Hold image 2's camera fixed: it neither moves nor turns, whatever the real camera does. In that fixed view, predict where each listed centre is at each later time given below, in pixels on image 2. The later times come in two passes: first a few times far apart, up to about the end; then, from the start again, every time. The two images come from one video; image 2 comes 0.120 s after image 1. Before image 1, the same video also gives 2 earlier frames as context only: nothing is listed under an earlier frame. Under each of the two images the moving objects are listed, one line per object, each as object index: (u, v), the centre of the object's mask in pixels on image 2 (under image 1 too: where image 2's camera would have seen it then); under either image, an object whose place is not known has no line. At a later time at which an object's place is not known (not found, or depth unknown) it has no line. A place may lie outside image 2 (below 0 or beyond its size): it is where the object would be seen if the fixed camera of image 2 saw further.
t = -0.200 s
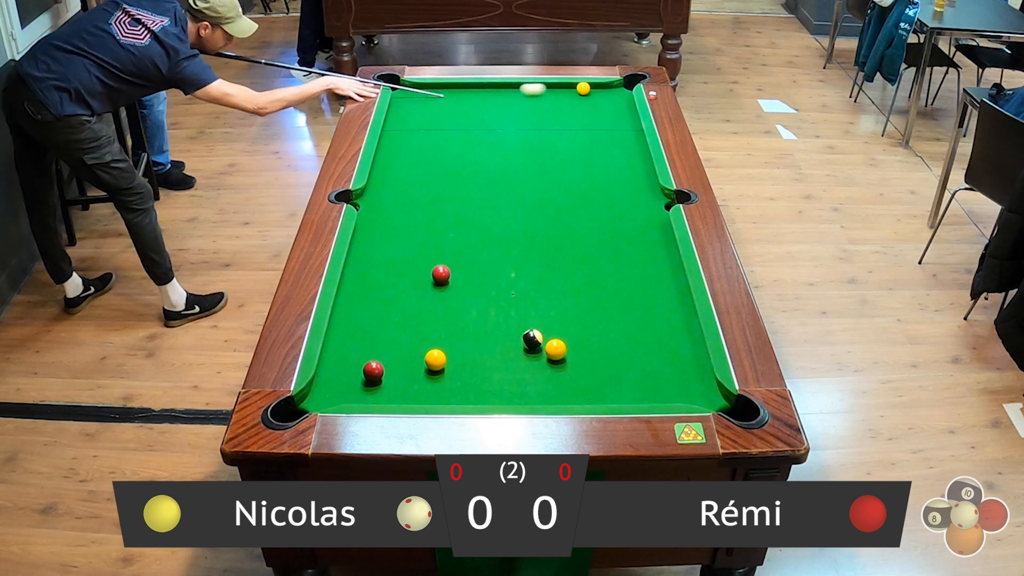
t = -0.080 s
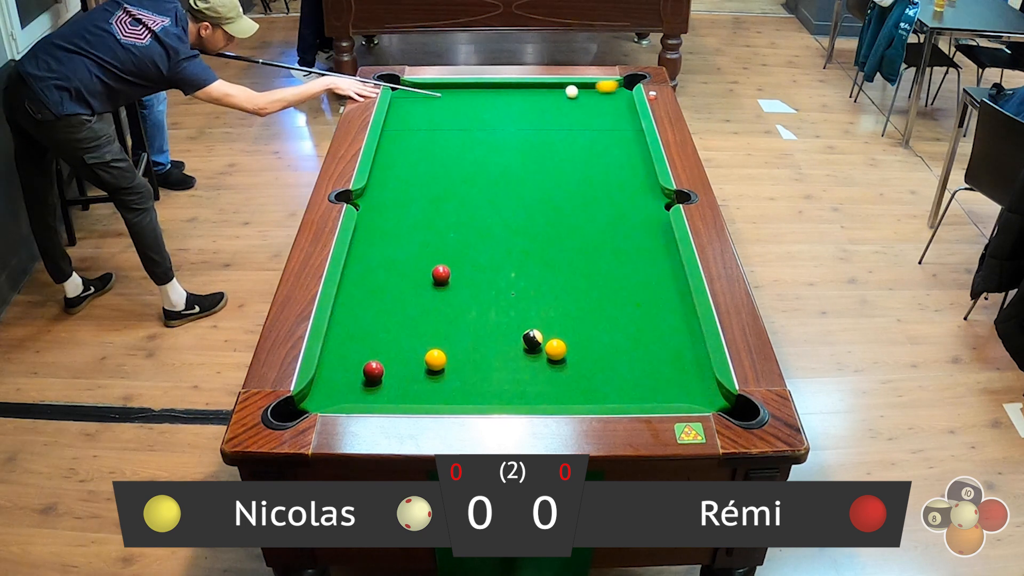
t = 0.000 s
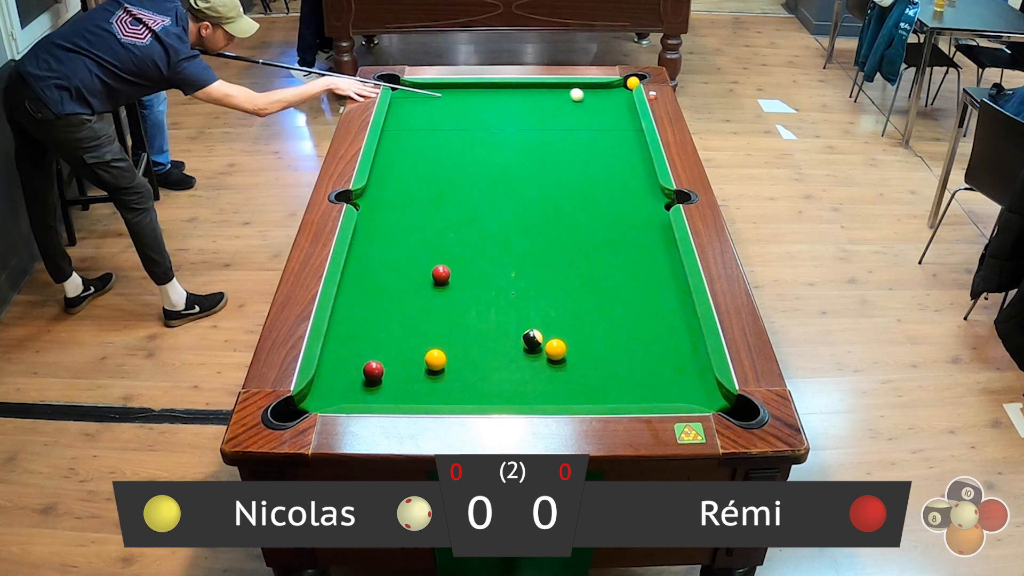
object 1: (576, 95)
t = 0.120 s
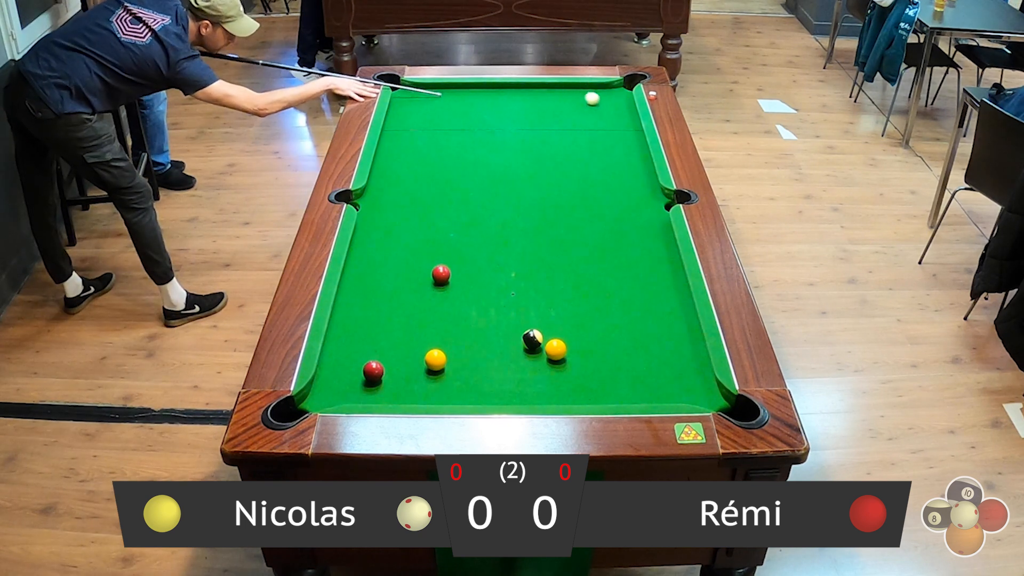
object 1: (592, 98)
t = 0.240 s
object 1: (608, 102)
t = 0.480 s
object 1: (625, 109)
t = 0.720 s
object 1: (607, 113)
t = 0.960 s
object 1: (590, 118)
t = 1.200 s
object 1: (575, 122)
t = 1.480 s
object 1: (558, 126)
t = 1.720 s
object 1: (544, 130)
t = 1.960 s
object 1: (532, 133)
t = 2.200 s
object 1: (522, 136)
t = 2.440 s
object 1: (512, 137)
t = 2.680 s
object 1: (505, 139)
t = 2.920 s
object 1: (498, 140)
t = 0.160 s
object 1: (597, 100)
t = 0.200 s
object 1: (603, 101)
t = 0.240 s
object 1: (608, 102)
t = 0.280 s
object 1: (614, 103)
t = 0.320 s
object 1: (619, 105)
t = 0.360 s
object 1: (624, 106)
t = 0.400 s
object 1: (629, 107)
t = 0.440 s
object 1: (628, 108)
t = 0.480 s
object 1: (625, 109)
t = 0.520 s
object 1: (622, 110)
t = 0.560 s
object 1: (619, 110)
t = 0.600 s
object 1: (616, 111)
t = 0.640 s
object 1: (613, 112)
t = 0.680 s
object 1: (610, 113)
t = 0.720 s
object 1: (607, 113)
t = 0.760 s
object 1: (604, 114)
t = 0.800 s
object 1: (602, 115)
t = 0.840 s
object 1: (599, 116)
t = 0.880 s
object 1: (596, 116)
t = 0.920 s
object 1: (593, 117)
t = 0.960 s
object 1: (590, 118)
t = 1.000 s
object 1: (588, 118)
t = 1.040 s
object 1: (585, 119)
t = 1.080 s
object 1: (582, 120)
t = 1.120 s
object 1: (580, 121)
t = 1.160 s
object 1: (577, 121)
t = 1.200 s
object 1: (575, 122)
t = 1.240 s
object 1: (572, 122)
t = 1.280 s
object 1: (569, 123)
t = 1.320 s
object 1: (567, 124)
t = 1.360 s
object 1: (565, 124)
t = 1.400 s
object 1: (562, 125)
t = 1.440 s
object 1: (560, 126)
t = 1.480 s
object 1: (558, 126)
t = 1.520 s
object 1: (555, 127)
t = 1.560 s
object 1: (553, 127)
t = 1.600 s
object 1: (551, 128)
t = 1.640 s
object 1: (549, 129)
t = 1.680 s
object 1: (547, 129)
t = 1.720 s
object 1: (544, 130)
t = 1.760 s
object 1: (542, 130)
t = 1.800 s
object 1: (540, 131)
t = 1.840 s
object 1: (538, 131)
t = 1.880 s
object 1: (536, 132)
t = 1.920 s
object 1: (534, 132)
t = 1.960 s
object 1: (532, 133)
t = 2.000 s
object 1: (530, 133)
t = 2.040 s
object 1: (529, 134)
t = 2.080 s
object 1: (527, 134)
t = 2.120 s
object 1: (525, 135)
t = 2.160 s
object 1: (523, 135)
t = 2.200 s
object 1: (522, 136)
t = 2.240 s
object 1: (520, 136)
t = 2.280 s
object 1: (519, 136)
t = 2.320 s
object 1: (517, 137)
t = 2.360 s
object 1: (515, 137)
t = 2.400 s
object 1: (514, 137)
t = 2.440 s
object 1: (512, 137)
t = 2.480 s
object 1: (511, 138)
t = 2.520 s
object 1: (510, 138)
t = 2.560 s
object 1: (508, 138)
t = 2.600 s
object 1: (507, 138)
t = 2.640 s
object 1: (506, 139)
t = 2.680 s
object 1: (505, 139)
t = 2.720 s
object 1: (503, 139)
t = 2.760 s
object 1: (502, 140)
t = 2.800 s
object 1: (501, 140)
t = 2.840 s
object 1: (500, 140)
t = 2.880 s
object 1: (499, 140)
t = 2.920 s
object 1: (498, 140)
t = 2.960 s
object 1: (497, 140)
